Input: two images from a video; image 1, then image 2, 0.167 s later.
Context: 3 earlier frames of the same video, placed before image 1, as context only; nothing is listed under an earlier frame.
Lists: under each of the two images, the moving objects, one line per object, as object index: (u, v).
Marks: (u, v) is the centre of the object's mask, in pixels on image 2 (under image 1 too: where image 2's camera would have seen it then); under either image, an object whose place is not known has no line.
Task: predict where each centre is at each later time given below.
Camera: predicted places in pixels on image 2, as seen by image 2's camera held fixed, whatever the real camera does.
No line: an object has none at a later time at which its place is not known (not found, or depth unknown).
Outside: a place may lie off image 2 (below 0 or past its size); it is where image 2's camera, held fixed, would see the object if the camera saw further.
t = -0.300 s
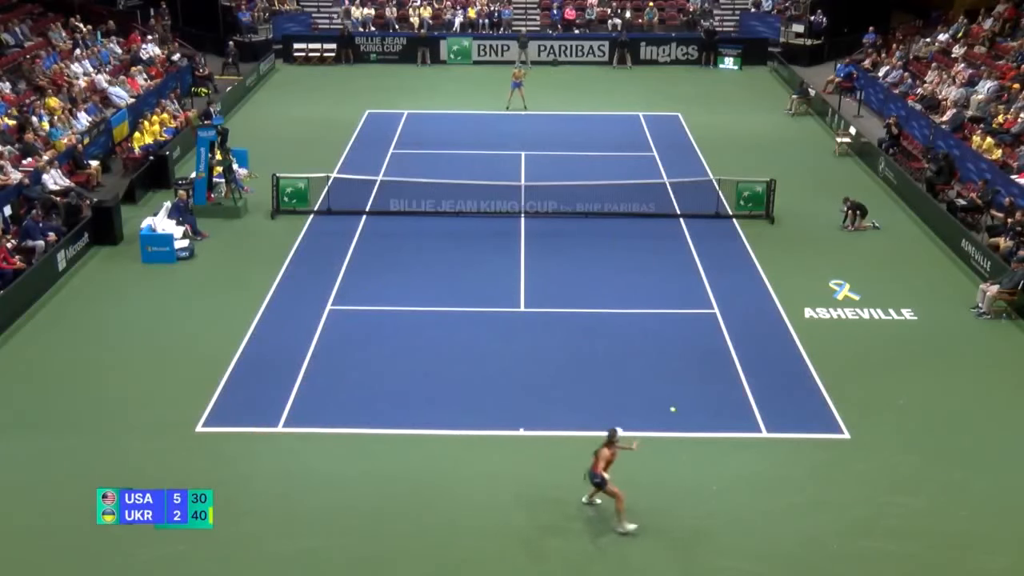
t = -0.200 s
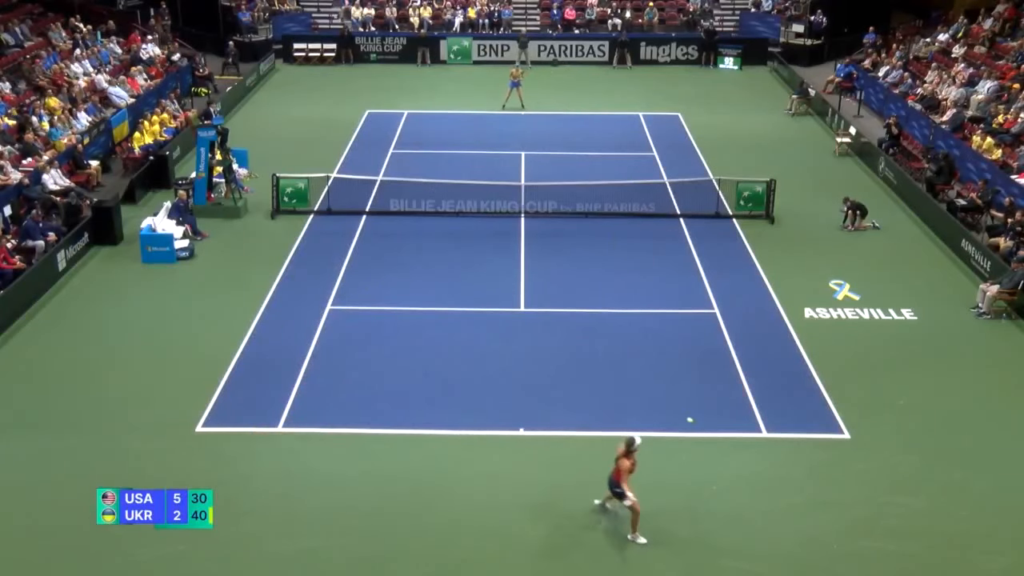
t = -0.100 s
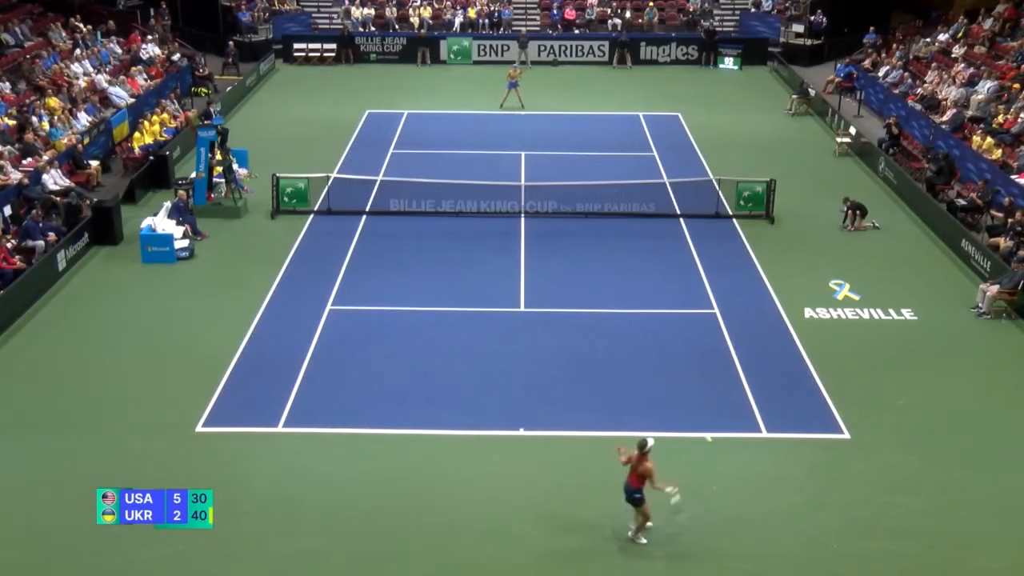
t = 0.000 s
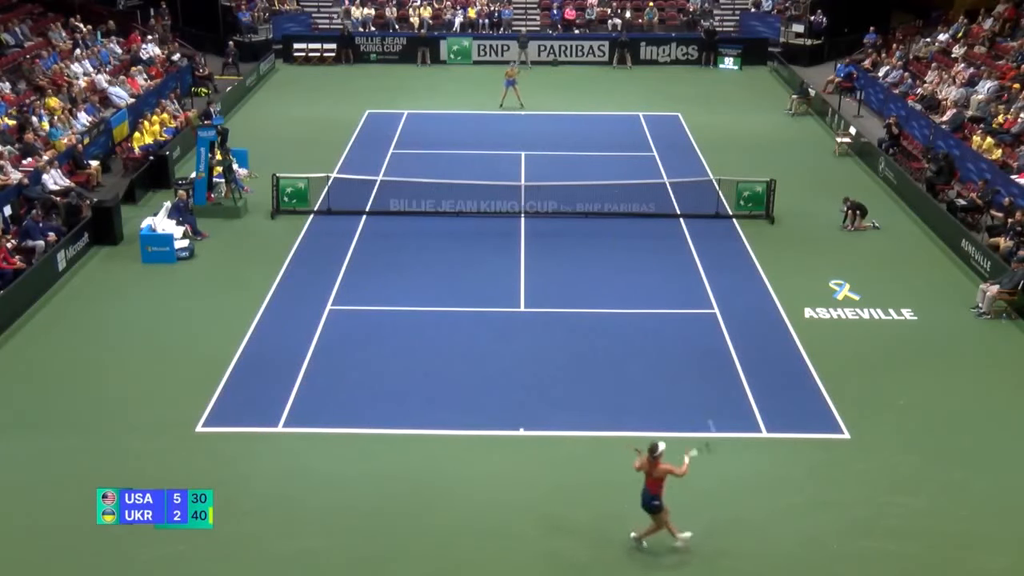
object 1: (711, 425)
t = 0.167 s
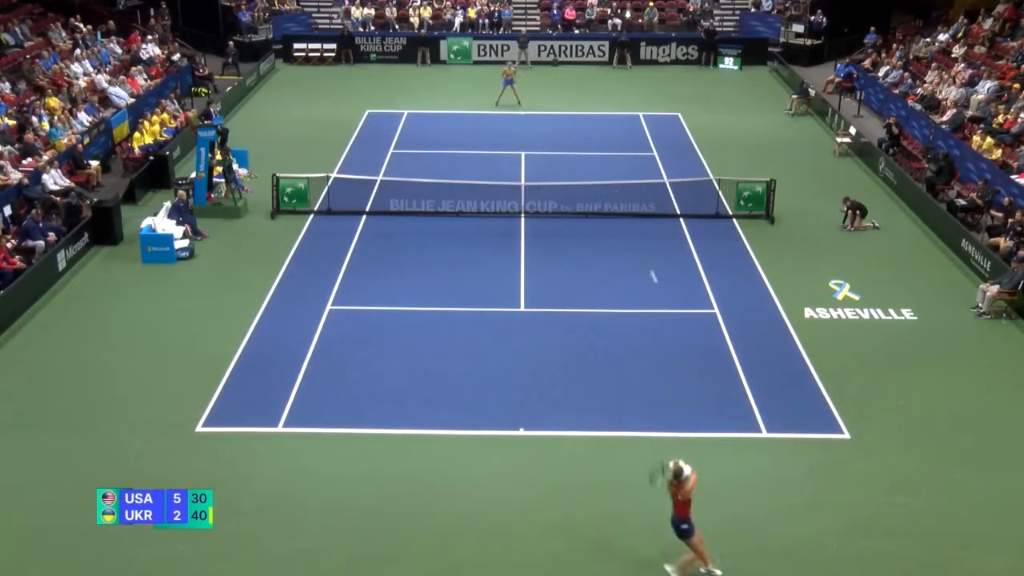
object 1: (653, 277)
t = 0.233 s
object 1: (634, 232)
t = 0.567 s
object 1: (566, 105)
